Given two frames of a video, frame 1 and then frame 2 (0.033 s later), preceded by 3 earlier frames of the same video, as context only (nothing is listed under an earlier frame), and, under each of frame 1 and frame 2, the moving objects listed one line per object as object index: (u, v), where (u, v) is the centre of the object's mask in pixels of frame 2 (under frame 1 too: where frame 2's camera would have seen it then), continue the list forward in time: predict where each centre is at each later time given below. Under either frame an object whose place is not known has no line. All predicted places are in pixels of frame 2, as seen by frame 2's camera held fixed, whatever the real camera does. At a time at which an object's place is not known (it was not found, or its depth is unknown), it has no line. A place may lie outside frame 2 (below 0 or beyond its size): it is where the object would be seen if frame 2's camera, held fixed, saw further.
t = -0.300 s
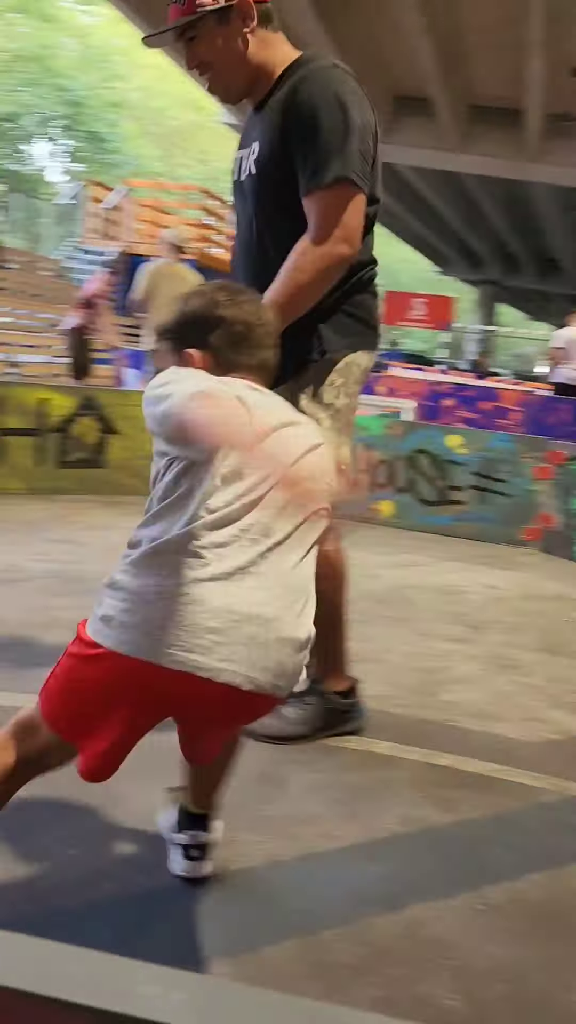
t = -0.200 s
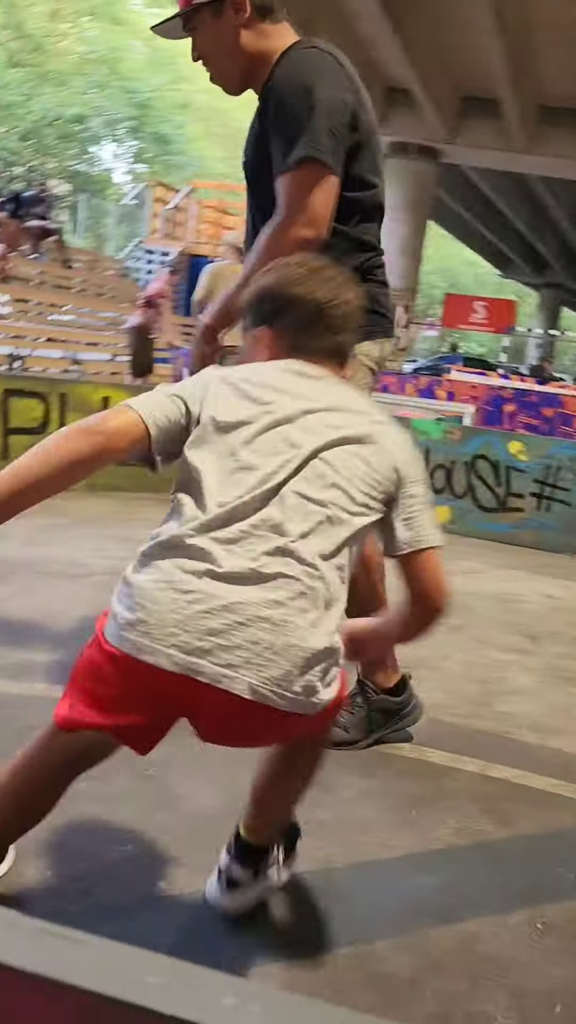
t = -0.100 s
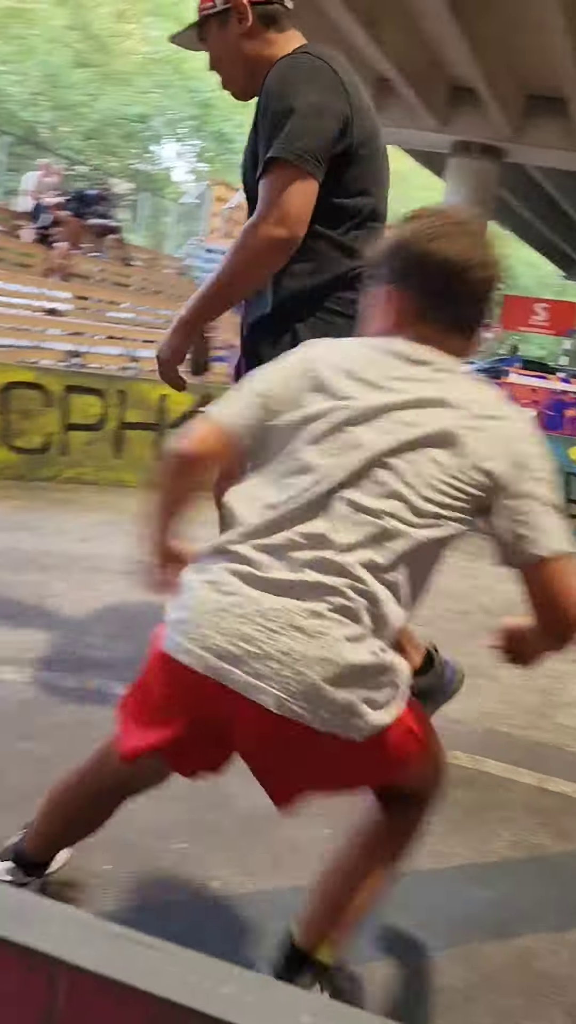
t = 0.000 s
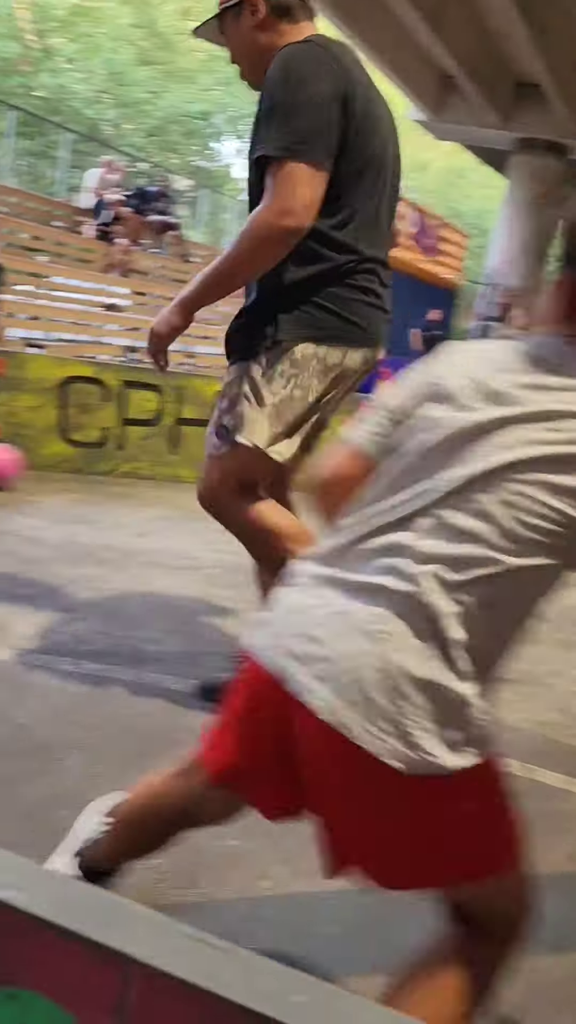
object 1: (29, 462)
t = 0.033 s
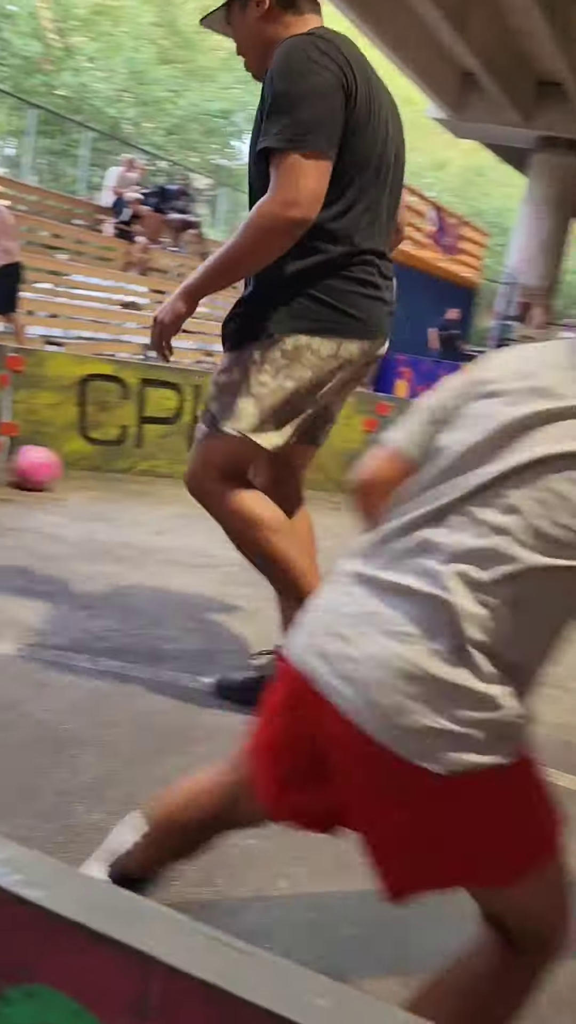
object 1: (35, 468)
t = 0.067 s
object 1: (51, 469)
